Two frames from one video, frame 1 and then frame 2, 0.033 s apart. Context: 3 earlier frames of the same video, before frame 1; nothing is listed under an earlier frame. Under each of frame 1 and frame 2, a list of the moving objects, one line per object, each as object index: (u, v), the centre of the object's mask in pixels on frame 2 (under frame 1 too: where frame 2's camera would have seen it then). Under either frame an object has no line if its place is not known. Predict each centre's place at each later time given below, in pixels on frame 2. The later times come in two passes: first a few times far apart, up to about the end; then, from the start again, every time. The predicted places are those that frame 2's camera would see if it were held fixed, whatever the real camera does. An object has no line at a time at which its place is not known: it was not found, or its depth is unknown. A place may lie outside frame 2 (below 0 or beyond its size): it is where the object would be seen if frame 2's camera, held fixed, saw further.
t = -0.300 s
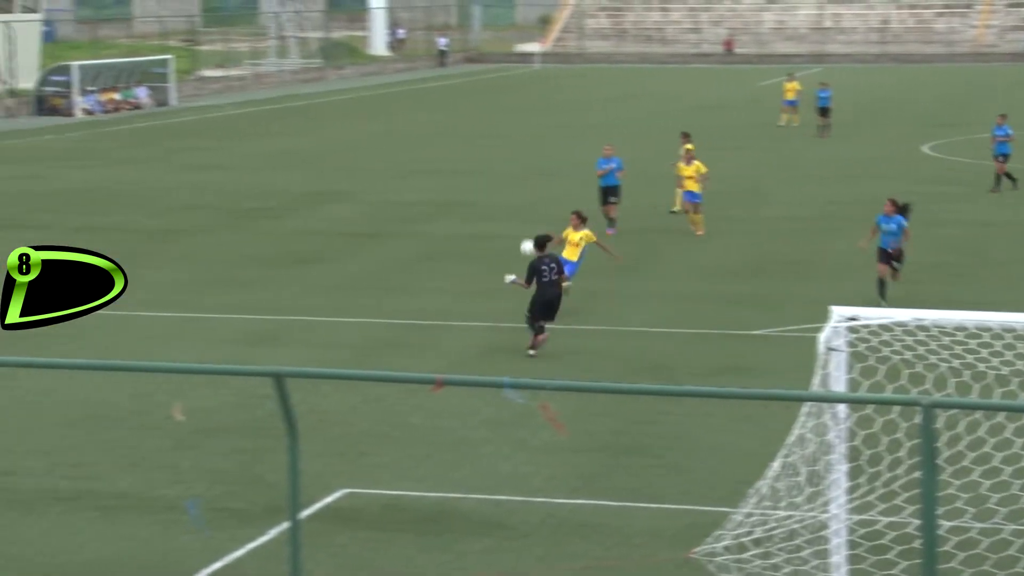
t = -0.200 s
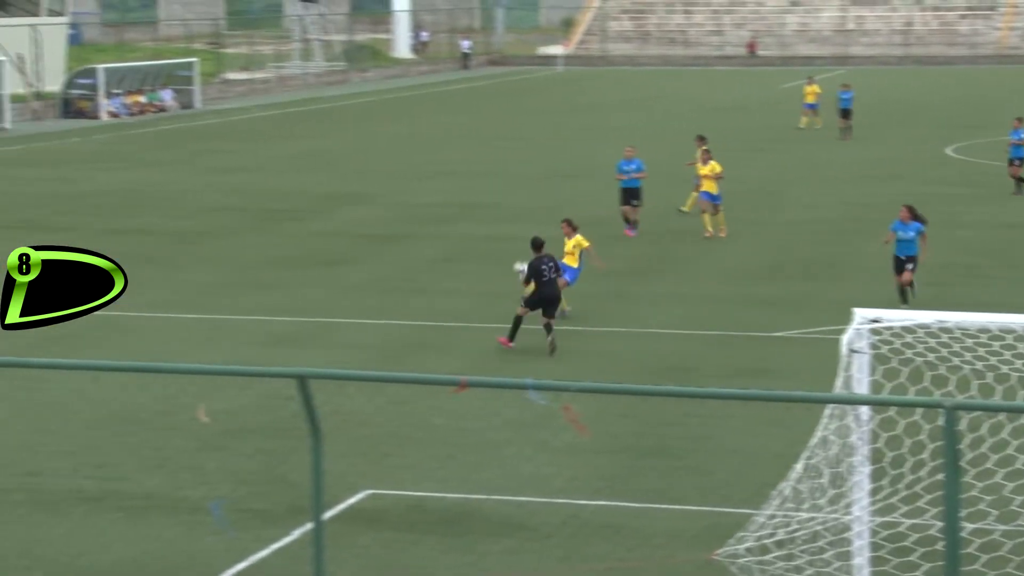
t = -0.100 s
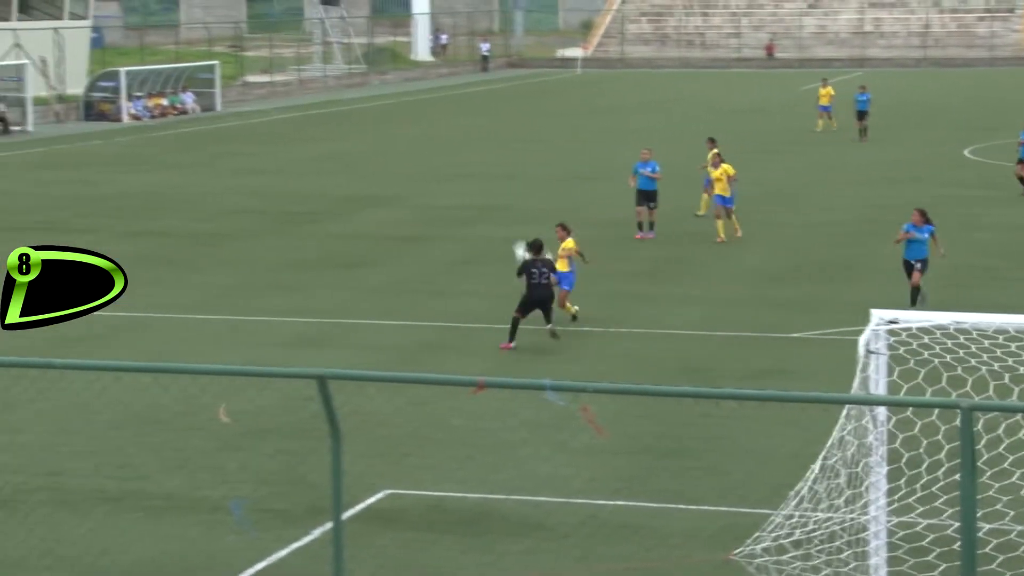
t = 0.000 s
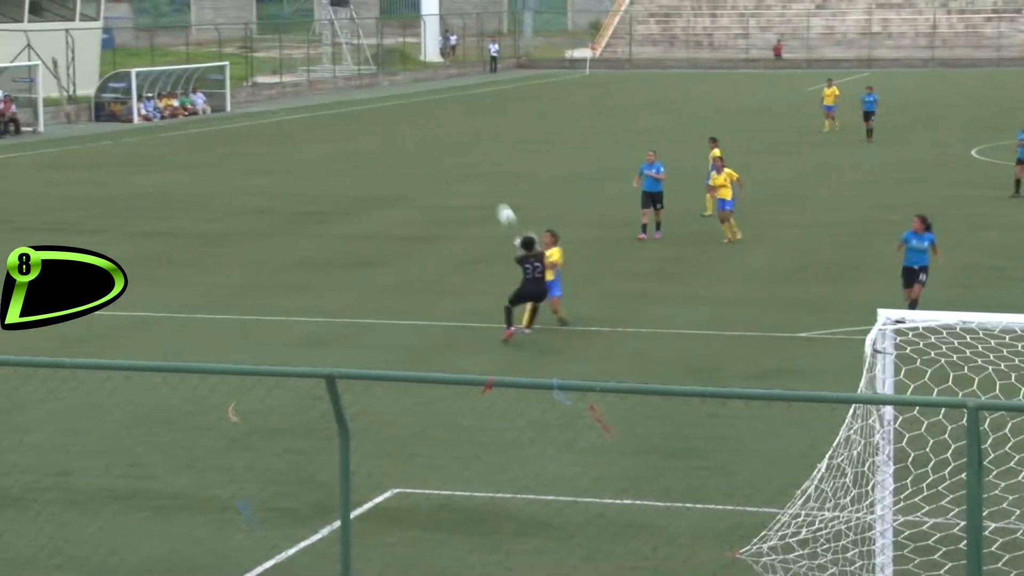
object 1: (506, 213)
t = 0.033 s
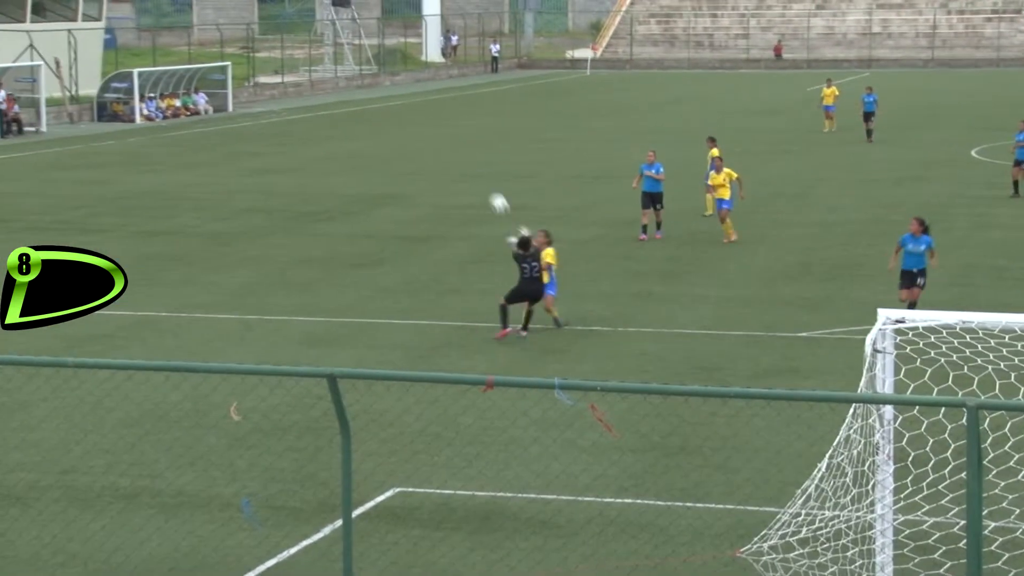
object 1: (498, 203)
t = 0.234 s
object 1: (448, 153)
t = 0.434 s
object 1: (401, 138)
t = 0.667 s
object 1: (337, 156)
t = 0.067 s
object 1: (490, 192)
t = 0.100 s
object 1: (481, 182)
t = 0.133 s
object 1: (473, 173)
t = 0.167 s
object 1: (464, 164)
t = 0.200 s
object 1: (455, 157)
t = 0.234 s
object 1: (448, 153)
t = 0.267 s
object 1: (442, 149)
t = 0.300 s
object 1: (435, 147)
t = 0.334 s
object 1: (425, 142)
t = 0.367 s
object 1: (419, 142)
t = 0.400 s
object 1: (410, 139)
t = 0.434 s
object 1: (401, 138)
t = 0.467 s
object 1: (393, 139)
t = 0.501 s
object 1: (384, 139)
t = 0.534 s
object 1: (374, 139)
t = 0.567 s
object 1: (366, 142)
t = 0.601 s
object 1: (356, 144)
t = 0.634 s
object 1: (347, 149)
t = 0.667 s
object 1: (337, 156)
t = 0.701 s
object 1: (328, 164)
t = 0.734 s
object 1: (319, 172)
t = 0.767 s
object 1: (310, 183)
